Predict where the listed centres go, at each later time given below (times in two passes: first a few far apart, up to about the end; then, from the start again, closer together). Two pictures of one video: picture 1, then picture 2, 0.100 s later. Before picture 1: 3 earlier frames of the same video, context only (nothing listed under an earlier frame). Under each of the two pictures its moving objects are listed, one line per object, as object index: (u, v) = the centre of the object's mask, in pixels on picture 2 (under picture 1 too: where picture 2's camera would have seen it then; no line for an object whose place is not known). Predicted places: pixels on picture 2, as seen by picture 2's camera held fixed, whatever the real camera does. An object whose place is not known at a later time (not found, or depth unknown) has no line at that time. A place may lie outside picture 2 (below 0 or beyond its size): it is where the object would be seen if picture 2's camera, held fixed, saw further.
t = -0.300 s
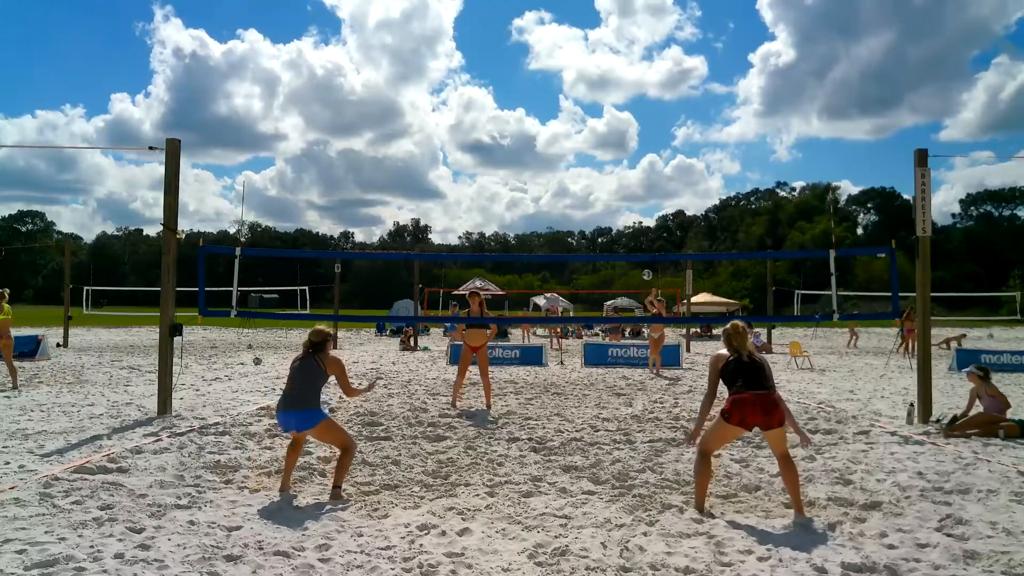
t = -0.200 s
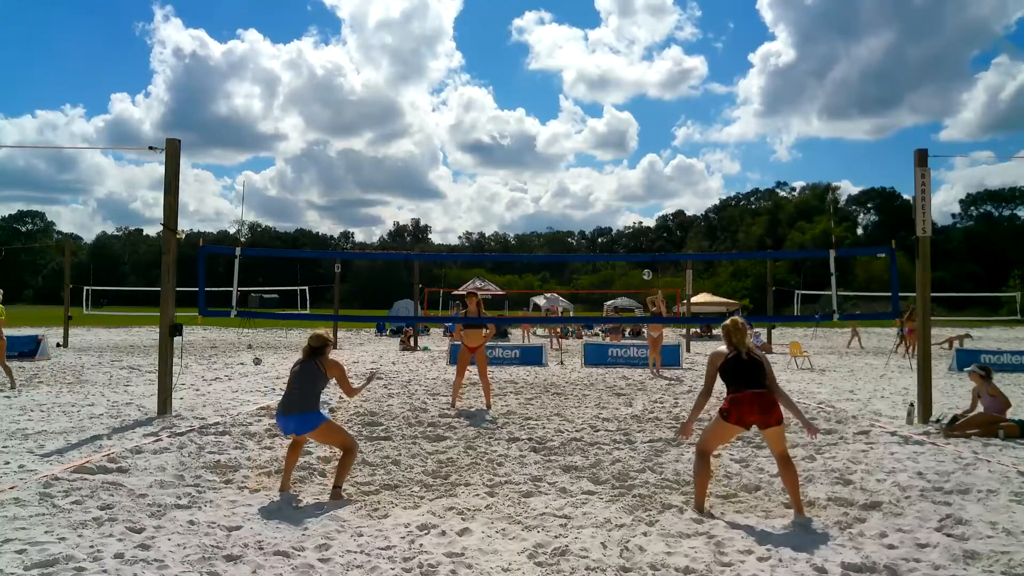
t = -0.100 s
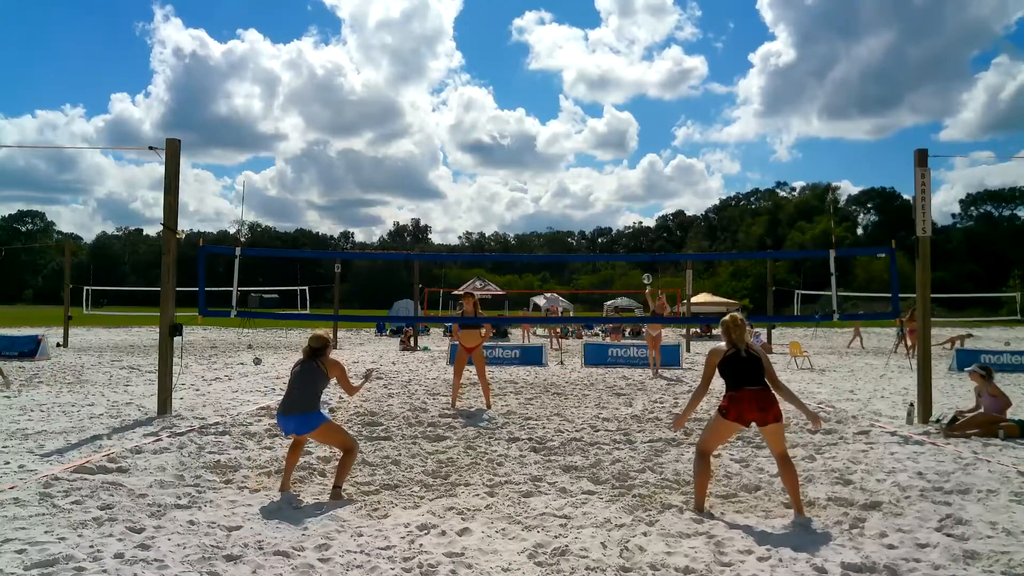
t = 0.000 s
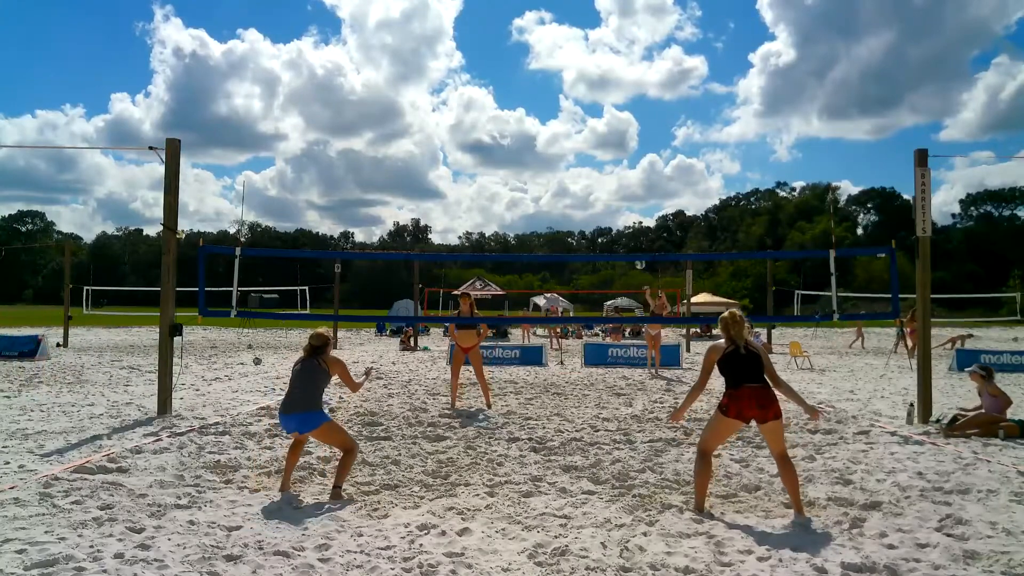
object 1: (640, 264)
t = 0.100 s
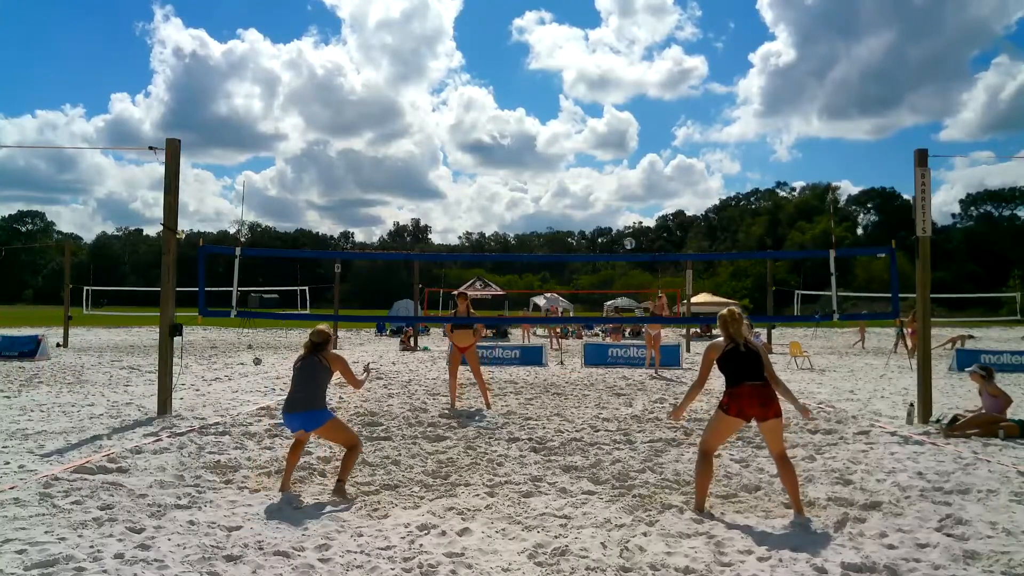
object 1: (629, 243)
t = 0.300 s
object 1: (606, 207)
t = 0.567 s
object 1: (570, 170)
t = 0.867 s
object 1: (523, 176)
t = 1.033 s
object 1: (486, 230)
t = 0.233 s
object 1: (614, 218)
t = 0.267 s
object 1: (610, 212)
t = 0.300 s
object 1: (606, 207)
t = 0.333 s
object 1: (602, 201)
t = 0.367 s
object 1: (597, 196)
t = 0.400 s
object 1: (593, 191)
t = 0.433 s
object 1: (589, 186)
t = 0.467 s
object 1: (584, 182)
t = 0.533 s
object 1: (575, 174)
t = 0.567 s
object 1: (570, 170)
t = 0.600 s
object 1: (566, 168)
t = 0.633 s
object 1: (561, 166)
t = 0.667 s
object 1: (556, 164)
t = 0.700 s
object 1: (551, 164)
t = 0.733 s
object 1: (545, 164)
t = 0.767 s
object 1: (540, 165)
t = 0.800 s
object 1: (535, 167)
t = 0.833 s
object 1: (529, 171)
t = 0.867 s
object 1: (523, 176)
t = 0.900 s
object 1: (516, 182)
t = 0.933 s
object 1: (509, 191)
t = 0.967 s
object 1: (502, 201)
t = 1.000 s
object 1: (494, 214)
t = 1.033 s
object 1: (486, 230)
